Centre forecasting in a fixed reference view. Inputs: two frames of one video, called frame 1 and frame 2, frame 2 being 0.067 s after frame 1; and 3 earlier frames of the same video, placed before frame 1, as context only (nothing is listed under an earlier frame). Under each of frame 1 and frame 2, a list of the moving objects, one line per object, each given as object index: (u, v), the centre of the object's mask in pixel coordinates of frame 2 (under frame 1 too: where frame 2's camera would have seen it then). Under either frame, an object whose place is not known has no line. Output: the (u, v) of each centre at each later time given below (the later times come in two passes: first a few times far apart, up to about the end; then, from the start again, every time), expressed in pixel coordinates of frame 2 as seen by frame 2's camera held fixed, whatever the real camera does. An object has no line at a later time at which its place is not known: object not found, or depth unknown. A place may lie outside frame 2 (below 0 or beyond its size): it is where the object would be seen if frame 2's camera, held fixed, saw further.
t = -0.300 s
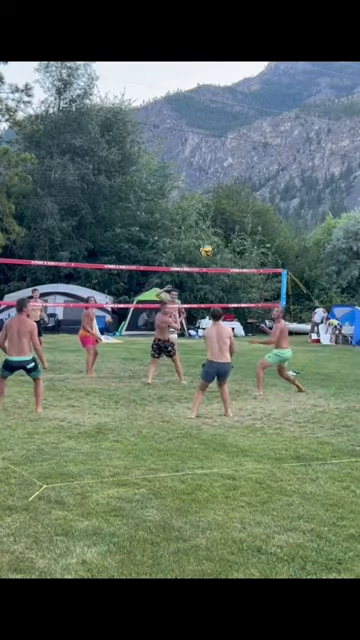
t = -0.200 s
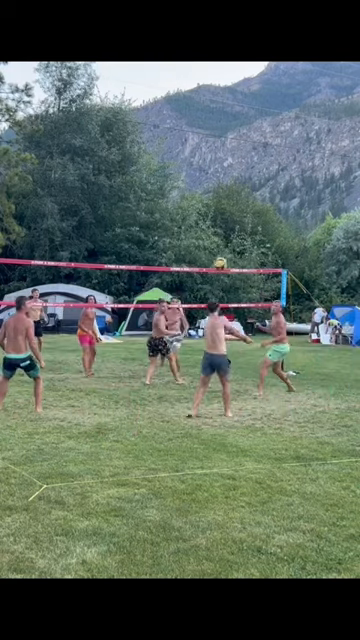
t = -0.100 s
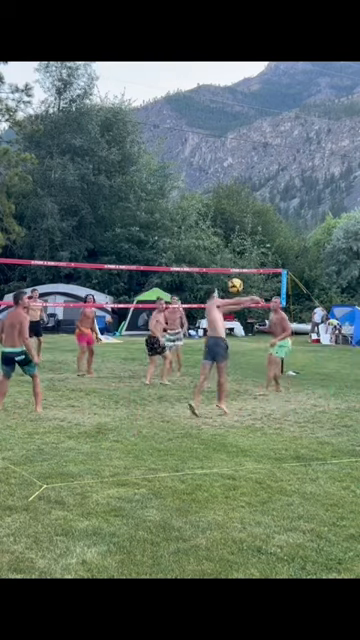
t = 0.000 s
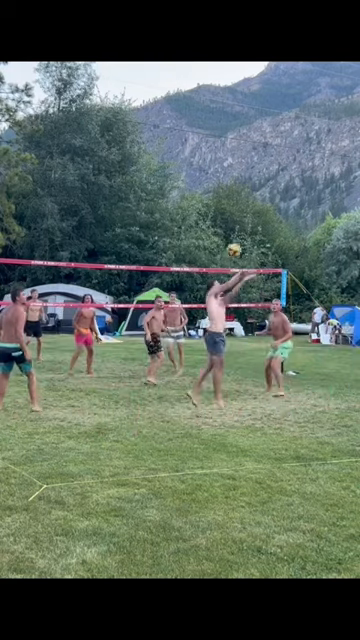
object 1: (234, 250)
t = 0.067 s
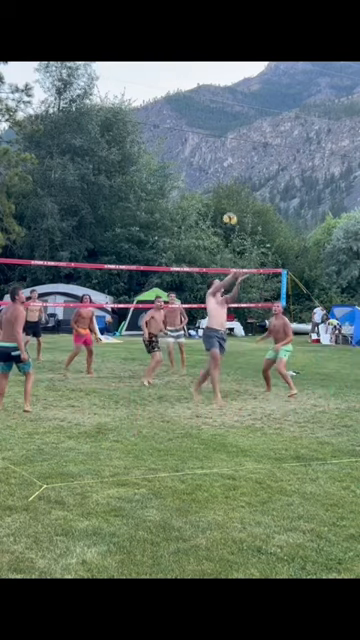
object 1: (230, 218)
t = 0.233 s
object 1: (220, 163)
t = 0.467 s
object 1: (209, 120)
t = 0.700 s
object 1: (200, 115)
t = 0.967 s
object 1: (192, 144)
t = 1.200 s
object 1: (184, 192)
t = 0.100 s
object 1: (227, 206)
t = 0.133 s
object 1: (225, 193)
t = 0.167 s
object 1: (224, 182)
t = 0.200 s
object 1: (221, 172)
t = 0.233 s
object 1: (220, 163)
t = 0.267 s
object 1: (218, 153)
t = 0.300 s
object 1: (216, 146)
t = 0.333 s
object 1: (215, 139)
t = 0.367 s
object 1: (213, 133)
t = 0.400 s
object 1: (212, 128)
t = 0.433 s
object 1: (210, 123)
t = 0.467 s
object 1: (209, 120)
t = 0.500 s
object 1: (208, 117)
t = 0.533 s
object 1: (206, 115)
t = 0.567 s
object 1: (205, 114)
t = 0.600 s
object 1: (204, 113)
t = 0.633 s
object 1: (203, 113)
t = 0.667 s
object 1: (202, 114)
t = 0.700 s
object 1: (200, 115)
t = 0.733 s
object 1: (199, 116)
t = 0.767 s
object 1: (198, 118)
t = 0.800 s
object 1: (197, 121)
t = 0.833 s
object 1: (196, 125)
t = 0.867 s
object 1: (195, 128)
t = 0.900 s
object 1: (193, 133)
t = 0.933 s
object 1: (192, 139)
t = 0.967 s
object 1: (192, 144)
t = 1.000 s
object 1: (190, 149)
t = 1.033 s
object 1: (189, 156)
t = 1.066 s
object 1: (188, 162)
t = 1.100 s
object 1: (188, 168)
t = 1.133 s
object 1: (186, 176)
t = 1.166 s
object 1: (185, 183)
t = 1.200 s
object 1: (184, 192)
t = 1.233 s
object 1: (184, 199)
